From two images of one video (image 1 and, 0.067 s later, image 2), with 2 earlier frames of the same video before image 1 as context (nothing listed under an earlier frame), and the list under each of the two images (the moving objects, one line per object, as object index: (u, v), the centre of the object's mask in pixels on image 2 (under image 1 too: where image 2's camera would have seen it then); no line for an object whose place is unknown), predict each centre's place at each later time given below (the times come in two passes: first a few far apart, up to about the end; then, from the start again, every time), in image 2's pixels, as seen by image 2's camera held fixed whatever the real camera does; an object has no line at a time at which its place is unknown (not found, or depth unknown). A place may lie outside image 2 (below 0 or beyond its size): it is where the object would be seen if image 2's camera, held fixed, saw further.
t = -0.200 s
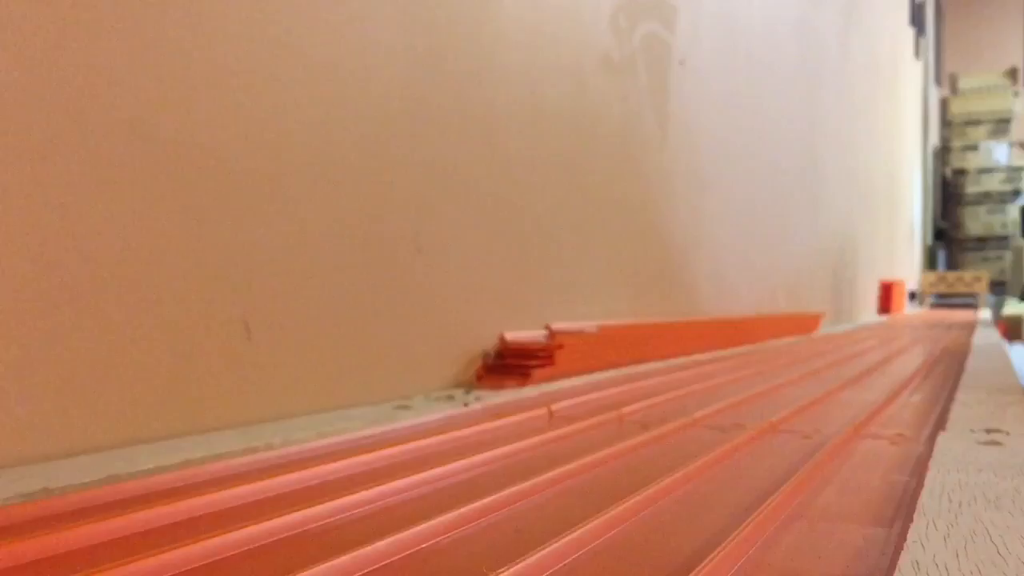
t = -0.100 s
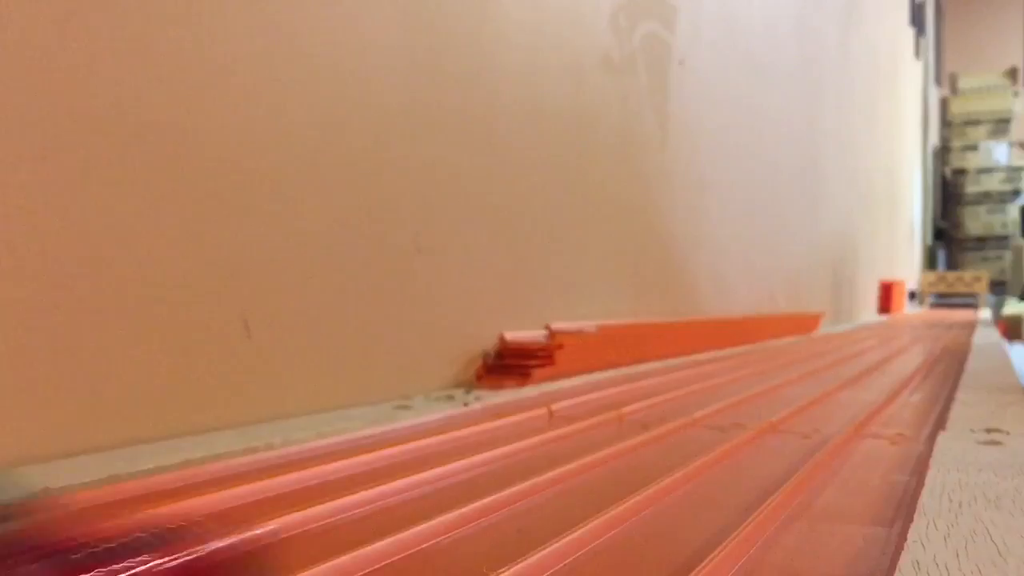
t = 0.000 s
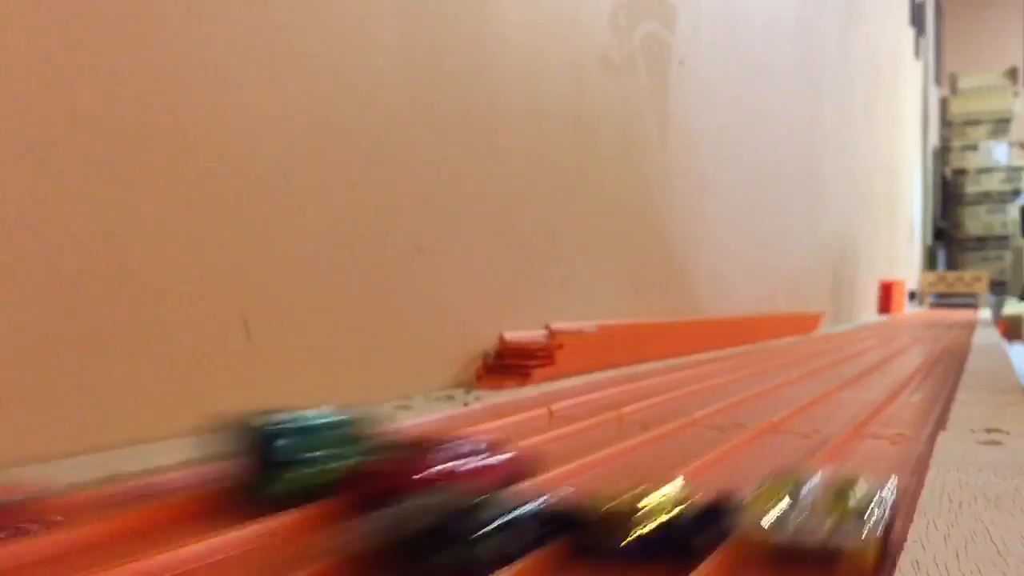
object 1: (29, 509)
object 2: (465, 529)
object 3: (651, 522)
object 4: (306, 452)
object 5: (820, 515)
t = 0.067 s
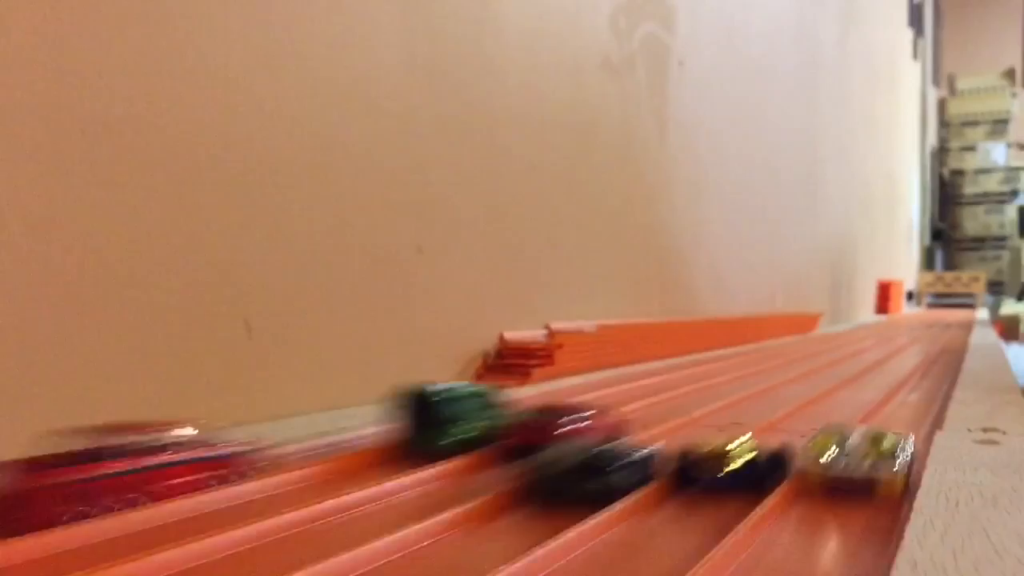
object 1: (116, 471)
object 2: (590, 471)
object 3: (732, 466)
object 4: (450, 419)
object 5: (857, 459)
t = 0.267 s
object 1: (515, 390)
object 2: (773, 391)
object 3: (852, 389)
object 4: (678, 368)
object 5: (923, 385)
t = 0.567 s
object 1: (726, 349)
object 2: (865, 350)
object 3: (909, 349)
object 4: (808, 339)
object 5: (948, 347)
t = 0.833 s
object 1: (807, 334)
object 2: (901, 333)
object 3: (931, 333)
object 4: (861, 327)
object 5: (959, 331)
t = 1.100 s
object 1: (854, 324)
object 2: (924, 324)
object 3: (945, 324)
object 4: (890, 320)
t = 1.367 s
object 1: (882, 319)
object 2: (936, 317)
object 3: (951, 316)
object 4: (910, 312)
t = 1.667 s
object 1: (904, 312)
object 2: (945, 311)
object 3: (959, 311)
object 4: (925, 309)
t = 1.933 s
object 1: (918, 309)
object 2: (953, 309)
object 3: (964, 308)
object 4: (931, 306)
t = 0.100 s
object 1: (216, 451)
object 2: (632, 451)
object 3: (760, 447)
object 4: (503, 407)
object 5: (872, 440)
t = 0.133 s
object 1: (301, 434)
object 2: (668, 433)
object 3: (782, 431)
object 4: (552, 398)
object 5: (886, 424)
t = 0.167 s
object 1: (371, 420)
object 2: (701, 420)
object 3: (803, 418)
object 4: (592, 389)
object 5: (900, 412)
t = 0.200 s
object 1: (427, 408)
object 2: (729, 408)
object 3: (821, 407)
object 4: (624, 380)
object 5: (911, 403)
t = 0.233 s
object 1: (475, 398)
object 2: (752, 399)
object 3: (839, 397)
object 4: (652, 373)
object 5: (917, 392)
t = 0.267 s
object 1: (515, 390)
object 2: (773, 391)
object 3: (852, 389)
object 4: (678, 368)
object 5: (923, 385)
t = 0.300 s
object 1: (552, 384)
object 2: (790, 384)
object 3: (863, 382)
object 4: (702, 363)
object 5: (927, 378)
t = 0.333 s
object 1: (583, 377)
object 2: (804, 378)
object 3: (871, 377)
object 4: (720, 359)
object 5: (931, 373)
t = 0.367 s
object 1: (611, 371)
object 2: (816, 372)
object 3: (878, 371)
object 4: (737, 355)
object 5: (935, 368)
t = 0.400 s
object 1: (636, 365)
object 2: (827, 368)
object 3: (883, 367)
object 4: (751, 352)
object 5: (938, 364)
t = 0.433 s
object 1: (657, 361)
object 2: (837, 363)
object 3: (889, 362)
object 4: (764, 349)
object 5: (939, 360)
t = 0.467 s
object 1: (678, 357)
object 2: (845, 359)
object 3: (895, 358)
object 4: (775, 347)
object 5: (941, 356)
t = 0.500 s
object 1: (695, 354)
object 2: (854, 356)
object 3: (900, 355)
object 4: (786, 344)
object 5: (943, 353)
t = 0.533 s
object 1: (712, 351)
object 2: (860, 353)
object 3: (904, 352)
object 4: (798, 342)
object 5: (946, 350)
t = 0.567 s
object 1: (726, 349)
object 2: (865, 350)
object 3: (909, 349)
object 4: (808, 339)
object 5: (948, 347)
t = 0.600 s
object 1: (740, 346)
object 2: (871, 347)
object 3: (912, 346)
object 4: (816, 337)
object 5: (949, 344)
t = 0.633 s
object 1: (751, 344)
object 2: (876, 344)
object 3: (916, 343)
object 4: (823, 335)
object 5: (950, 341)
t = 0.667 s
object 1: (761, 343)
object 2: (881, 342)
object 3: (919, 341)
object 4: (832, 334)
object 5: (952, 339)
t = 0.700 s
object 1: (774, 340)
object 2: (886, 340)
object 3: (921, 339)
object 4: (838, 332)
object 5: (953, 337)
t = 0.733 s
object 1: (782, 339)
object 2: (891, 338)
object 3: (924, 338)
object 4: (844, 331)
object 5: (954, 335)
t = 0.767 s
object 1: (791, 337)
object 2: (894, 336)
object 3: (926, 336)
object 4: (851, 329)
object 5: (955, 334)
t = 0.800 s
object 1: (799, 335)
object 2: (898, 335)
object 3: (929, 334)
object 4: (856, 328)
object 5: (957, 332)
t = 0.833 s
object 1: (807, 334)
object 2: (901, 333)
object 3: (931, 333)
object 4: (861, 327)
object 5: (959, 331)
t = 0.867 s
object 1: (813, 332)
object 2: (905, 332)
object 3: (933, 331)
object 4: (866, 325)
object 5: (960, 329)
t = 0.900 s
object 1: (821, 331)
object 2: (909, 331)
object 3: (935, 330)
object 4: (870, 325)
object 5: (962, 328)
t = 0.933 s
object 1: (827, 329)
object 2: (911, 329)
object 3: (937, 329)
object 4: (873, 324)
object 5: (962, 327)
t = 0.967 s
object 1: (833, 328)
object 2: (914, 328)
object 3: (939, 328)
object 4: (877, 323)
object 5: (962, 327)
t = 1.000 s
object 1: (838, 327)
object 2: (917, 327)
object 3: (940, 327)
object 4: (880, 322)
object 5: (963, 326)
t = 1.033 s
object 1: (843, 326)
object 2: (919, 326)
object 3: (942, 326)
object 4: (884, 321)
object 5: (964, 325)
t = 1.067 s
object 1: (848, 326)
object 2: (921, 325)
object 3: (944, 325)
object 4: (886, 321)
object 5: (964, 324)
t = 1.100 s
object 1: (854, 324)
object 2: (924, 324)
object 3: (945, 324)
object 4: (890, 320)
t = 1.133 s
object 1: (858, 324)
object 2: (925, 324)
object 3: (947, 323)
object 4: (892, 320)
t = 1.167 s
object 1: (862, 323)
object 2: (927, 323)
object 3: (948, 322)
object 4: (895, 319)
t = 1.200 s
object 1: (866, 323)
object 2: (929, 322)
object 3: (949, 322)
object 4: (899, 317)
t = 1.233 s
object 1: (870, 322)
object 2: (931, 321)
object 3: (949, 321)
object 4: (901, 317)
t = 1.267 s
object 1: (873, 321)
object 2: (932, 320)
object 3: (949, 320)
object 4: (902, 316)
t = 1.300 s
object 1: (876, 321)
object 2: (933, 319)
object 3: (950, 318)
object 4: (903, 314)
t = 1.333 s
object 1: (879, 320)
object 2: (934, 318)
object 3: (950, 317)
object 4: (906, 314)
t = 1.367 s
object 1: (882, 319)
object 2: (936, 317)
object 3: (951, 316)
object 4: (910, 312)
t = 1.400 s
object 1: (884, 318)
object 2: (937, 316)
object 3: (952, 316)
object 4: (911, 312)
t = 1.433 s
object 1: (887, 317)
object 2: (939, 315)
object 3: (953, 315)
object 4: (912, 312)
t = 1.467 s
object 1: (890, 316)
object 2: (940, 315)
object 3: (953, 315)
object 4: (914, 311)
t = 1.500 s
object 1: (892, 316)
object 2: (941, 314)
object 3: (955, 314)
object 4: (916, 311)
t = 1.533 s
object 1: (893, 315)
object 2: (942, 314)
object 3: (956, 314)
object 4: (919, 311)
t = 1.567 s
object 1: (895, 315)
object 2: (943, 313)
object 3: (956, 313)
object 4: (920, 310)
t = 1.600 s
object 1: (898, 313)
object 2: (944, 312)
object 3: (957, 312)
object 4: (921, 310)
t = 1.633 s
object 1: (901, 312)
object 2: (946, 311)
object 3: (958, 312)
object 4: (924, 310)
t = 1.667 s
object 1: (904, 312)
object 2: (945, 311)
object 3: (959, 311)
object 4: (925, 309)
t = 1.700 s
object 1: (905, 311)
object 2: (947, 310)
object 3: (961, 310)
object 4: (927, 309)
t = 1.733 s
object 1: (908, 311)
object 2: (947, 310)
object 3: (962, 309)
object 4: (928, 308)
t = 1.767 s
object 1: (911, 310)
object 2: (949, 310)
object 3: (962, 309)
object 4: (928, 308)
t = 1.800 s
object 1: (912, 310)
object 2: (949, 310)
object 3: (963, 308)
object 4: (930, 308)
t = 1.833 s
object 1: (913, 309)
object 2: (951, 309)
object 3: (963, 308)
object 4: (931, 308)
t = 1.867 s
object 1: (915, 309)
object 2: (952, 309)
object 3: (963, 308)
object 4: (931, 307)
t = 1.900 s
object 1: (916, 309)
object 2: (952, 309)
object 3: (964, 308)
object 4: (931, 306)
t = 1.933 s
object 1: (918, 309)
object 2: (953, 309)
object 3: (964, 308)
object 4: (931, 306)
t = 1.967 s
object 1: (919, 309)
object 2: (953, 308)
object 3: (964, 307)
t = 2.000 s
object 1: (920, 308)
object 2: (953, 308)
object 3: (963, 307)
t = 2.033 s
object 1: (921, 308)
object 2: (953, 308)
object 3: (963, 307)
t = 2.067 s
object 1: (922, 309)
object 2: (953, 308)
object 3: (963, 307)
